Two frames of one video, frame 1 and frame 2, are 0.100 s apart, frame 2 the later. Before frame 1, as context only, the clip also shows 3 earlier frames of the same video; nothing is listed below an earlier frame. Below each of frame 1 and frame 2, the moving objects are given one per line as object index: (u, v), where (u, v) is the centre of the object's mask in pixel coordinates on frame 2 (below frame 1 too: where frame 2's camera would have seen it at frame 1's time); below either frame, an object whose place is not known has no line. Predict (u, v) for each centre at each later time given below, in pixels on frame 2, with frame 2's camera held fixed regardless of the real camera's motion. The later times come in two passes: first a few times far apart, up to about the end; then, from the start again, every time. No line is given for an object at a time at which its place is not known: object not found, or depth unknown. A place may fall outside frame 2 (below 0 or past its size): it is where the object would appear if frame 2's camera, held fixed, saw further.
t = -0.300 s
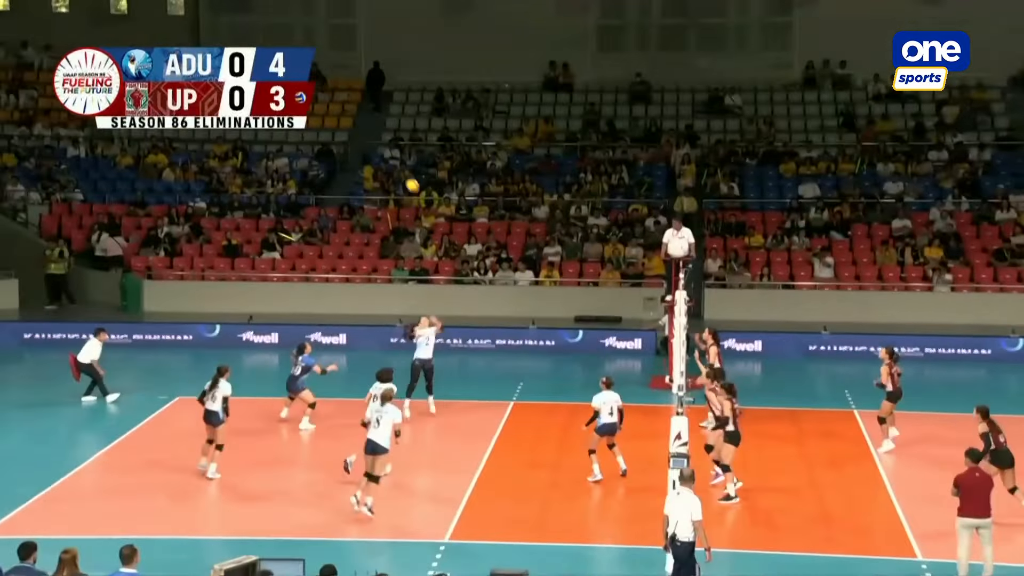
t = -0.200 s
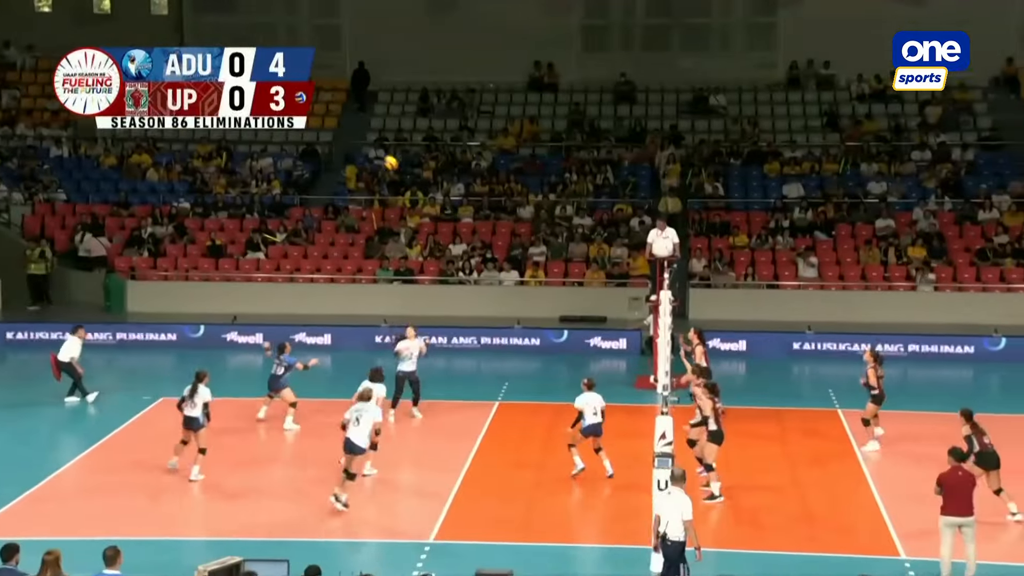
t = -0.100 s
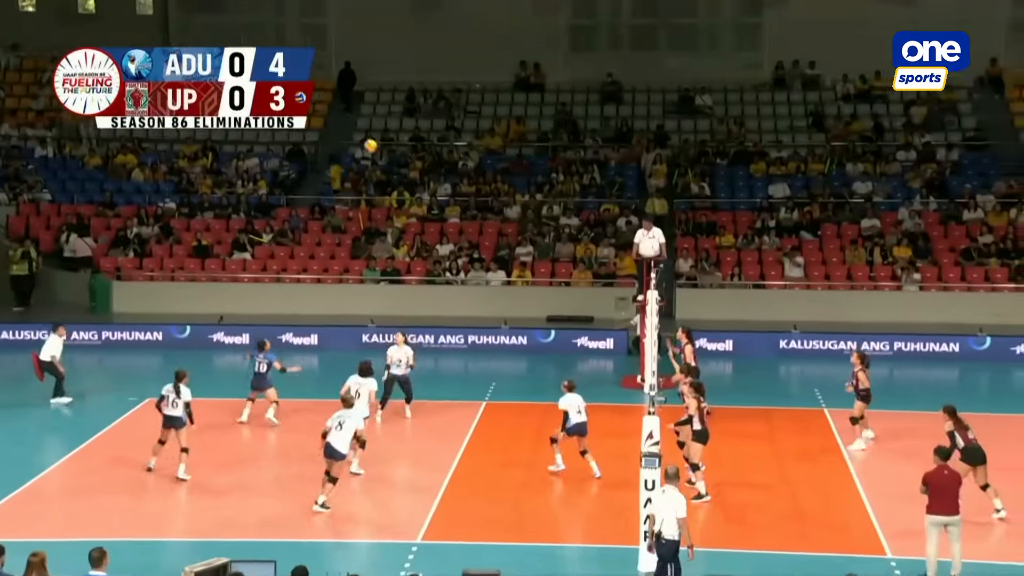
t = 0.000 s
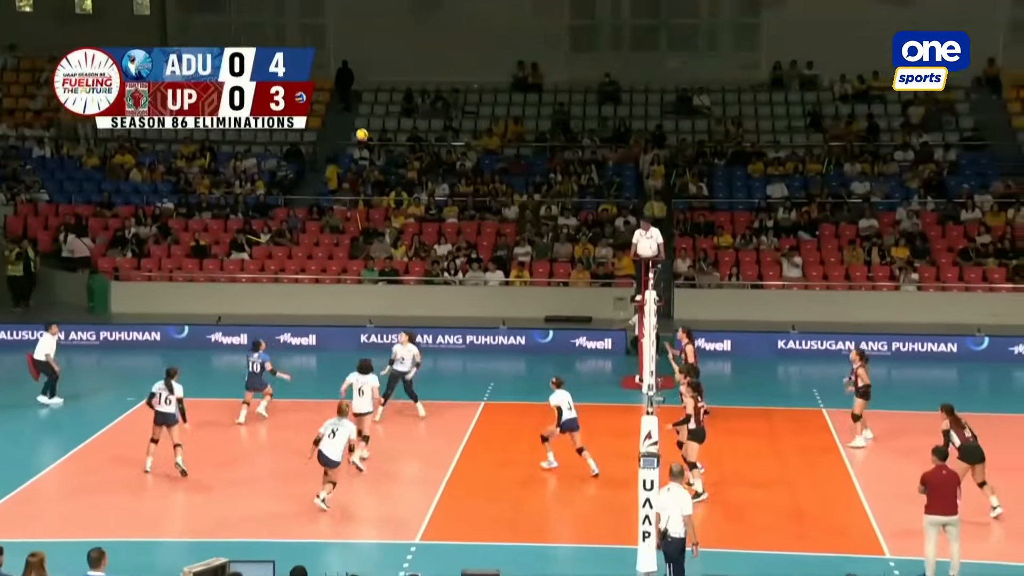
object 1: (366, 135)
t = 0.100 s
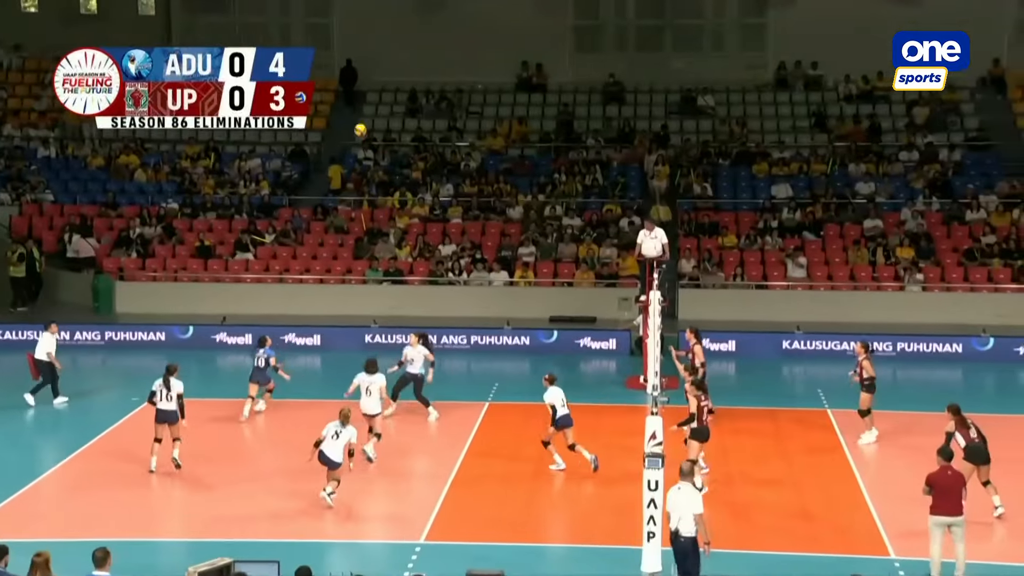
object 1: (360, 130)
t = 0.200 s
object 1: (354, 130)
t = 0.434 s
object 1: (342, 152)
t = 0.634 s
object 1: (333, 193)
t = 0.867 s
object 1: (322, 264)
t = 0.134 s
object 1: (358, 130)
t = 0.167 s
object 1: (356, 130)
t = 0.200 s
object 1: (354, 130)
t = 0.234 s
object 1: (352, 131)
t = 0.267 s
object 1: (350, 134)
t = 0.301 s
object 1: (349, 136)
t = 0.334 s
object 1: (347, 139)
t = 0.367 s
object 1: (345, 143)
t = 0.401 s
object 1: (343, 147)
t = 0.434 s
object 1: (342, 152)
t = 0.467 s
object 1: (340, 157)
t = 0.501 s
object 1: (339, 163)
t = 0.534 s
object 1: (338, 169)
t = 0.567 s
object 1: (336, 177)
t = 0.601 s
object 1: (334, 185)
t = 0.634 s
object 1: (333, 193)
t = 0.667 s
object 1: (331, 202)
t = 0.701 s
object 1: (329, 210)
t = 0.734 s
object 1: (328, 221)
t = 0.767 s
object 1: (327, 230)
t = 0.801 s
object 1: (325, 241)
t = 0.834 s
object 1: (323, 252)
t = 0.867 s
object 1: (322, 264)
